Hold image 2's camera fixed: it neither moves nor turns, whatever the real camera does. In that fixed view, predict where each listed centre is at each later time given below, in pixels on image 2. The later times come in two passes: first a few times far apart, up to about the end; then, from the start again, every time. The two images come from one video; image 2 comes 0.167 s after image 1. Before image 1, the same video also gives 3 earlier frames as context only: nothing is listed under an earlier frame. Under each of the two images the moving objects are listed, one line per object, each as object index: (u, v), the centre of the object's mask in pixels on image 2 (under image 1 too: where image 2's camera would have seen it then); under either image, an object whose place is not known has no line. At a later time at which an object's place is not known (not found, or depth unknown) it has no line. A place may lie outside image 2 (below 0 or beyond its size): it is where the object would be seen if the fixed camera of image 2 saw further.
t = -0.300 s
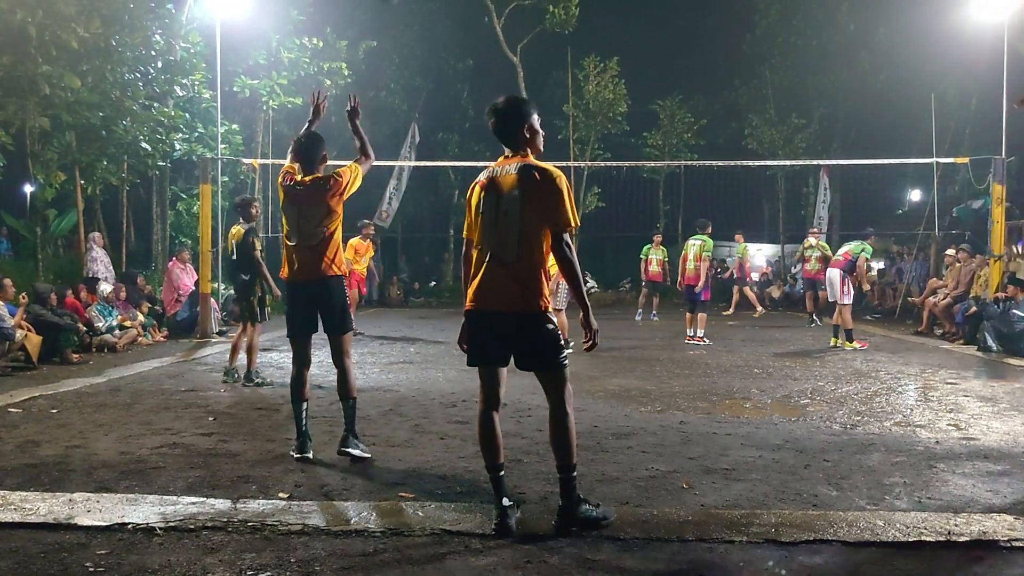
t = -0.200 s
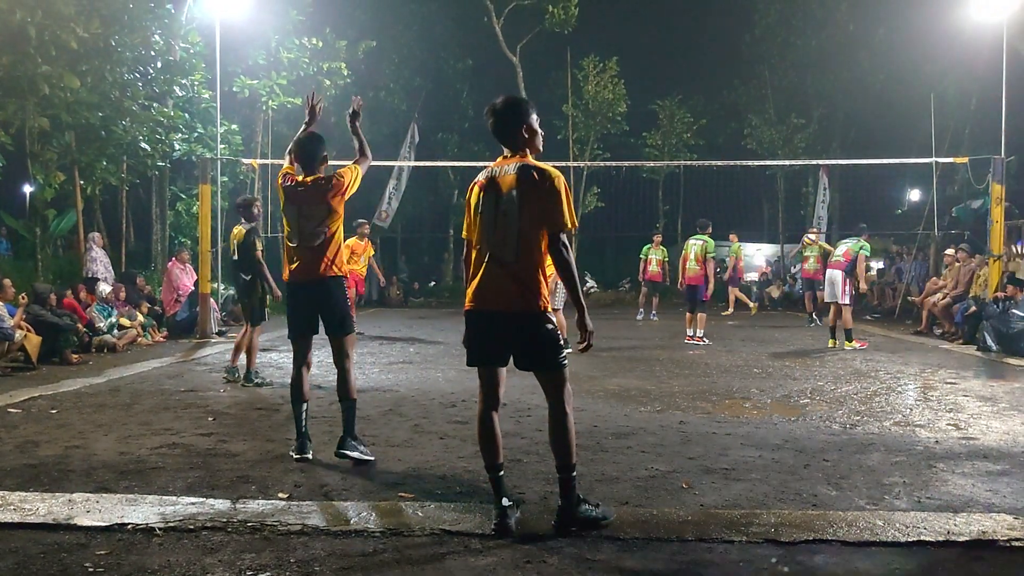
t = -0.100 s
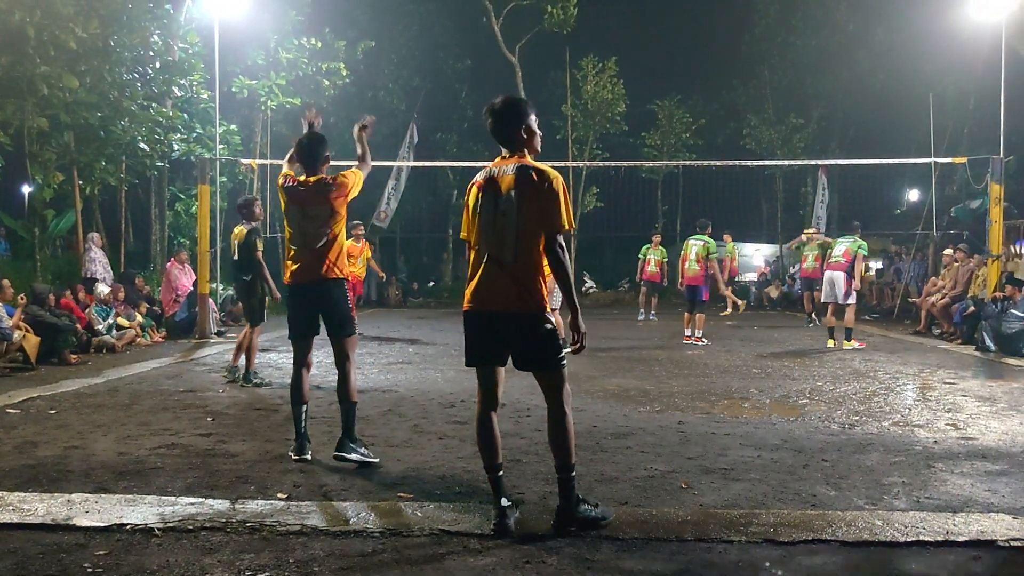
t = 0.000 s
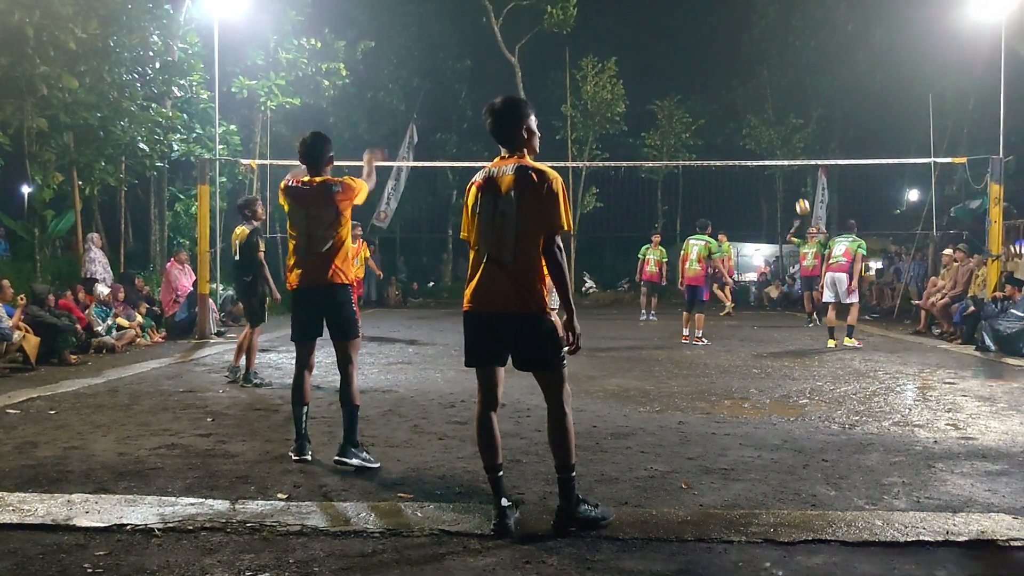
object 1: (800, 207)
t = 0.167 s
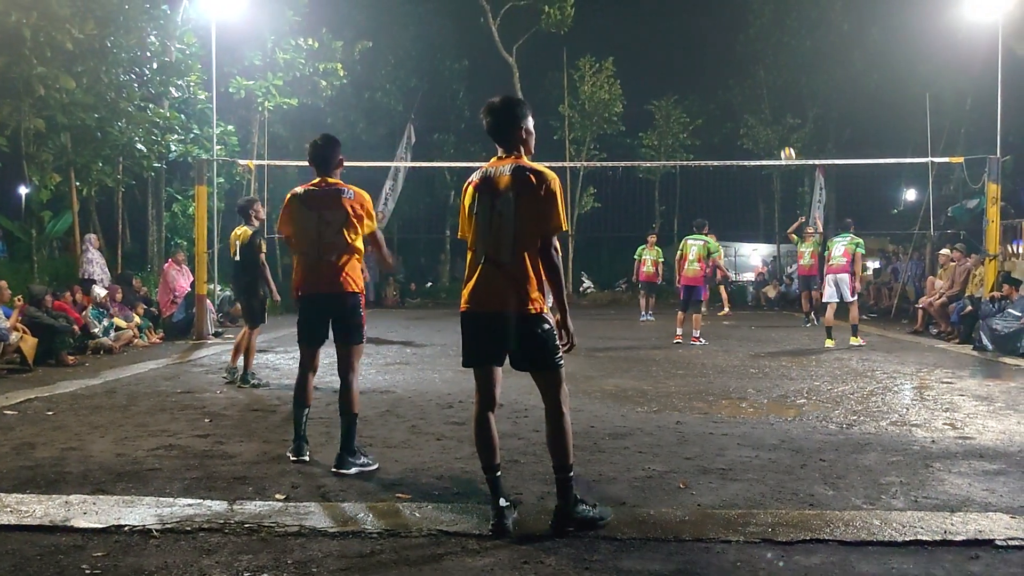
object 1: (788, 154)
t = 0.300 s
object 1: (777, 125)
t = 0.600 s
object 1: (752, 95)
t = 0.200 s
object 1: (785, 147)
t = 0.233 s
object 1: (782, 139)
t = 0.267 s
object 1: (780, 131)
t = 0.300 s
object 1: (777, 125)
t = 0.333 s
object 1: (776, 118)
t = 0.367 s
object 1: (773, 114)
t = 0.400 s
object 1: (769, 109)
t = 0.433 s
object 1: (767, 105)
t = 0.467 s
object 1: (764, 102)
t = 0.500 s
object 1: (761, 99)
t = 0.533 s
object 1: (758, 97)
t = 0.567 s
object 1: (755, 96)
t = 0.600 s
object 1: (752, 95)
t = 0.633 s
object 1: (749, 96)
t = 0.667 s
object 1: (747, 96)
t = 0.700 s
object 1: (744, 98)
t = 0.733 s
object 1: (741, 100)
